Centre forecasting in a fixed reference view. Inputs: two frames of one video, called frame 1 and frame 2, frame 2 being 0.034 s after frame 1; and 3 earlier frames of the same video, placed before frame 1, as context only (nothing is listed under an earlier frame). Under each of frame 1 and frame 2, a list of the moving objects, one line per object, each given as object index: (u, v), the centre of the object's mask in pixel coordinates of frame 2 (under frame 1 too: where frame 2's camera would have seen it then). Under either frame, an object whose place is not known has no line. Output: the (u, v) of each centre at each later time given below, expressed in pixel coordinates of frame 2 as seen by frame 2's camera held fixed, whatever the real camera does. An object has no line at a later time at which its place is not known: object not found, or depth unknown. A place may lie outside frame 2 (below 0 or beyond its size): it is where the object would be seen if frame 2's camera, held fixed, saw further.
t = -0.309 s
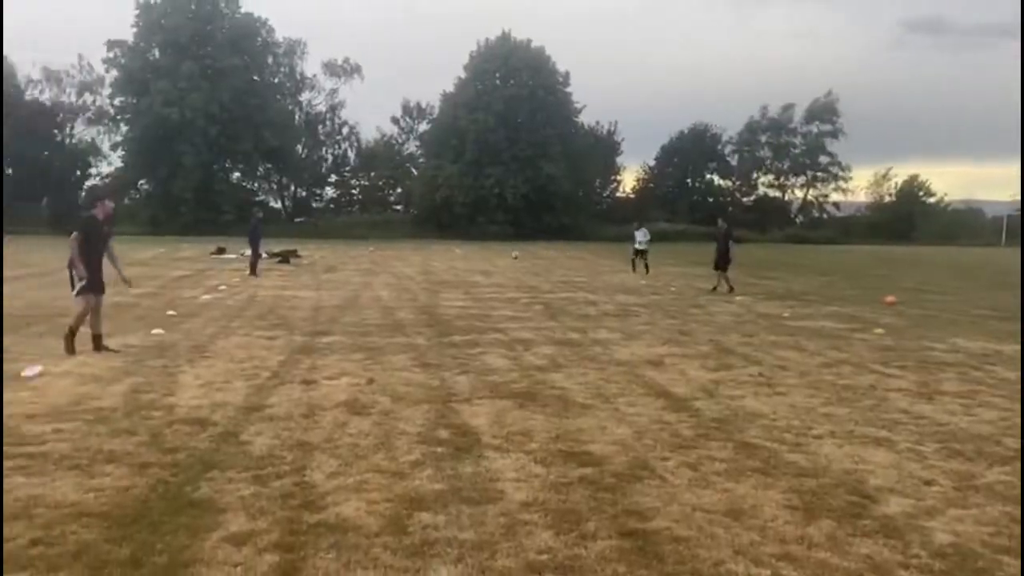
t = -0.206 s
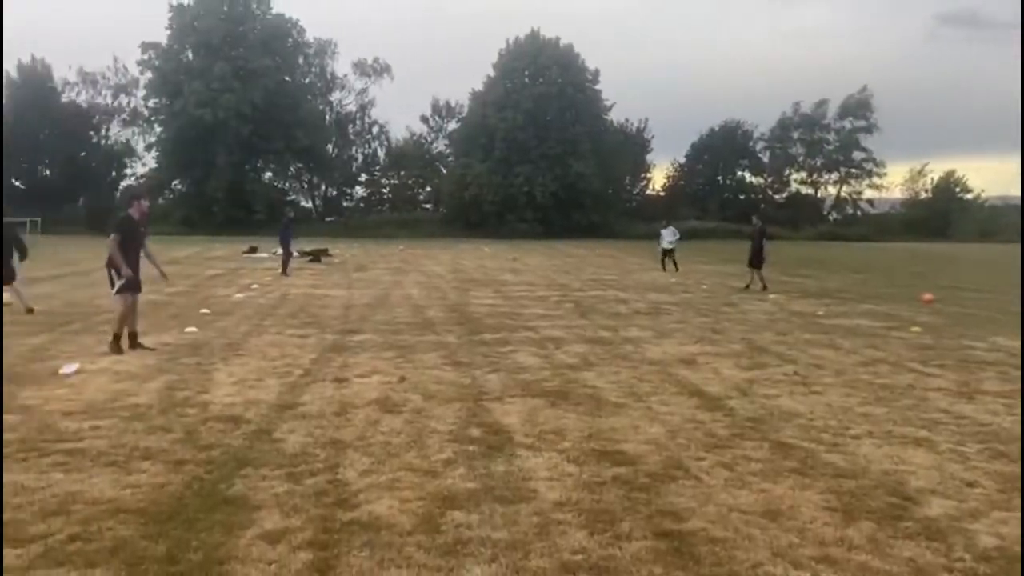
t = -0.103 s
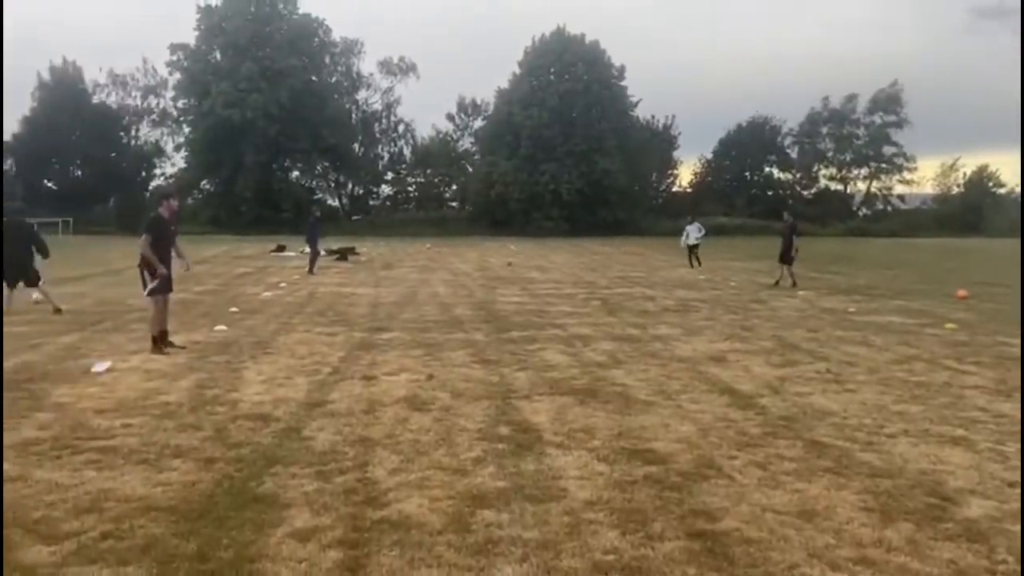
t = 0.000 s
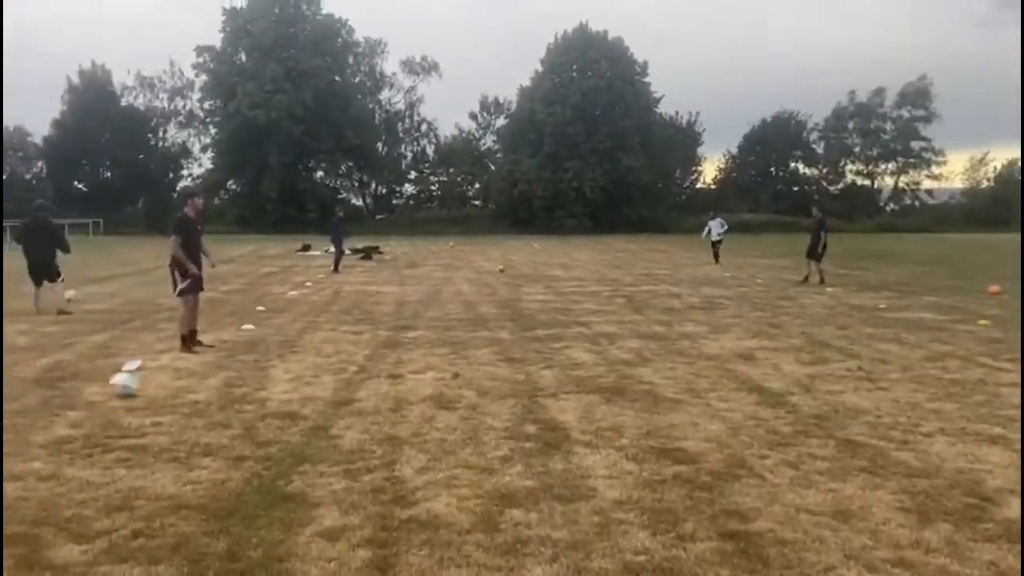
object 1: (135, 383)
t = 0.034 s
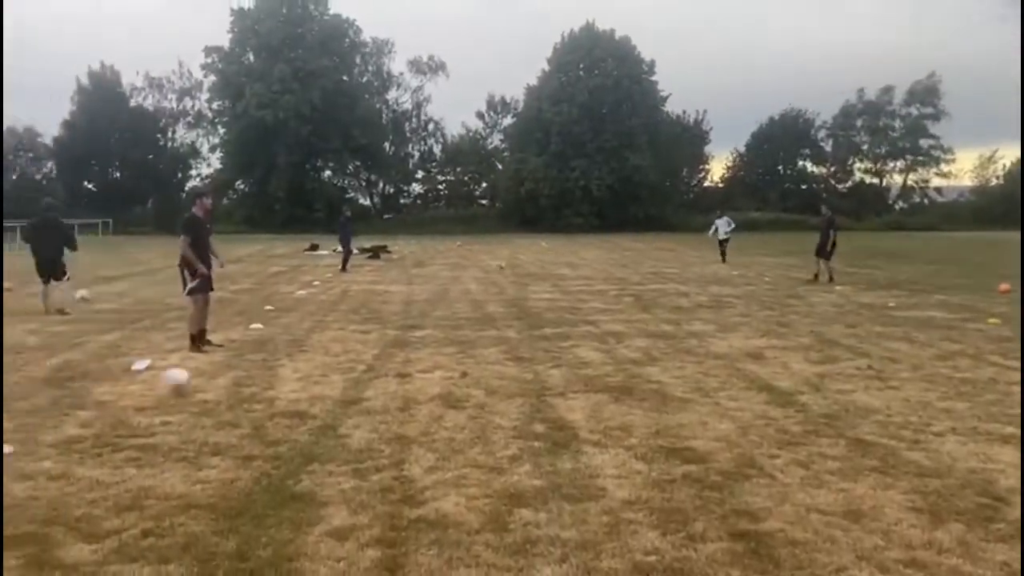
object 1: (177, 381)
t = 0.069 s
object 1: (218, 377)
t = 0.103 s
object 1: (259, 375)
